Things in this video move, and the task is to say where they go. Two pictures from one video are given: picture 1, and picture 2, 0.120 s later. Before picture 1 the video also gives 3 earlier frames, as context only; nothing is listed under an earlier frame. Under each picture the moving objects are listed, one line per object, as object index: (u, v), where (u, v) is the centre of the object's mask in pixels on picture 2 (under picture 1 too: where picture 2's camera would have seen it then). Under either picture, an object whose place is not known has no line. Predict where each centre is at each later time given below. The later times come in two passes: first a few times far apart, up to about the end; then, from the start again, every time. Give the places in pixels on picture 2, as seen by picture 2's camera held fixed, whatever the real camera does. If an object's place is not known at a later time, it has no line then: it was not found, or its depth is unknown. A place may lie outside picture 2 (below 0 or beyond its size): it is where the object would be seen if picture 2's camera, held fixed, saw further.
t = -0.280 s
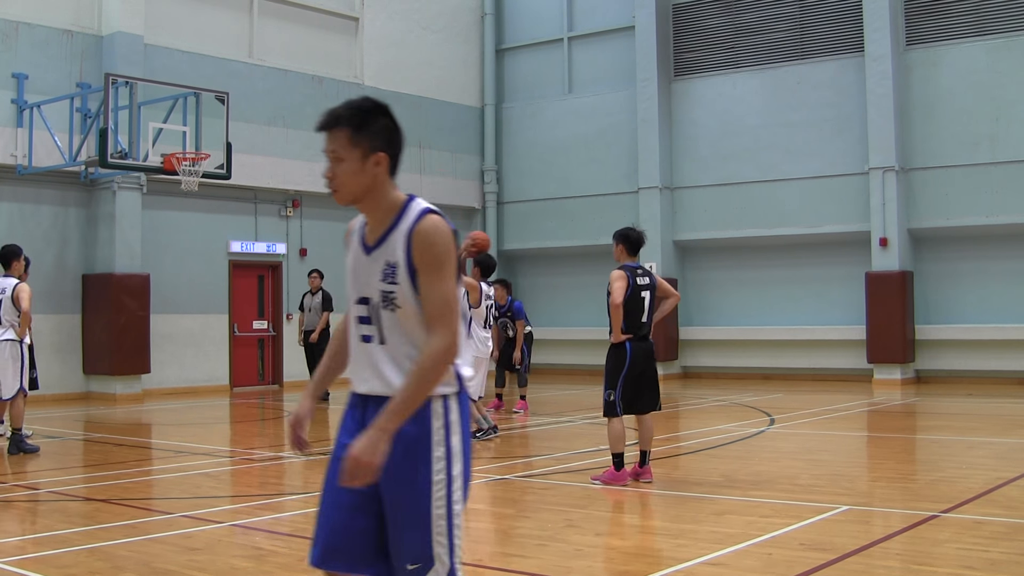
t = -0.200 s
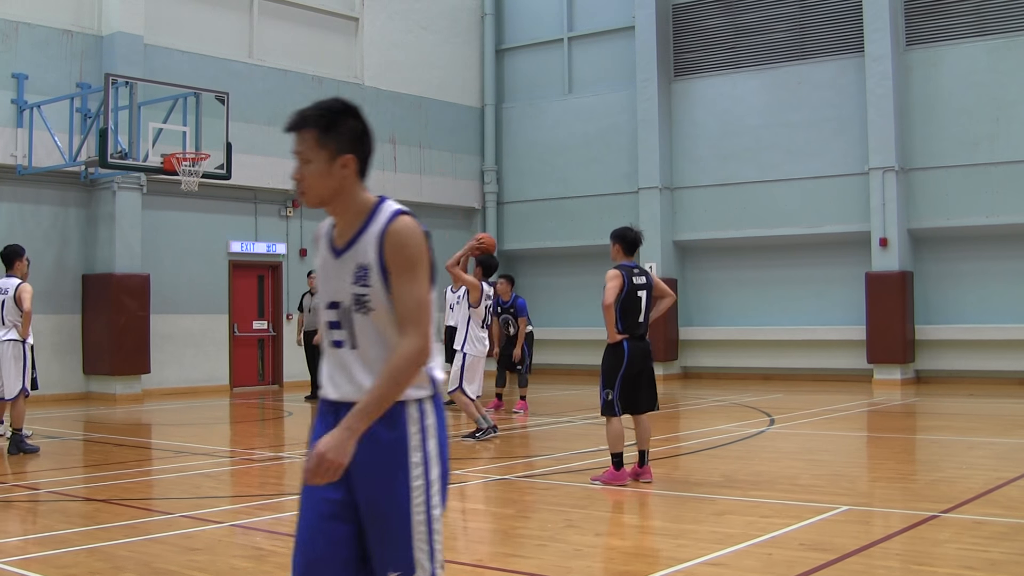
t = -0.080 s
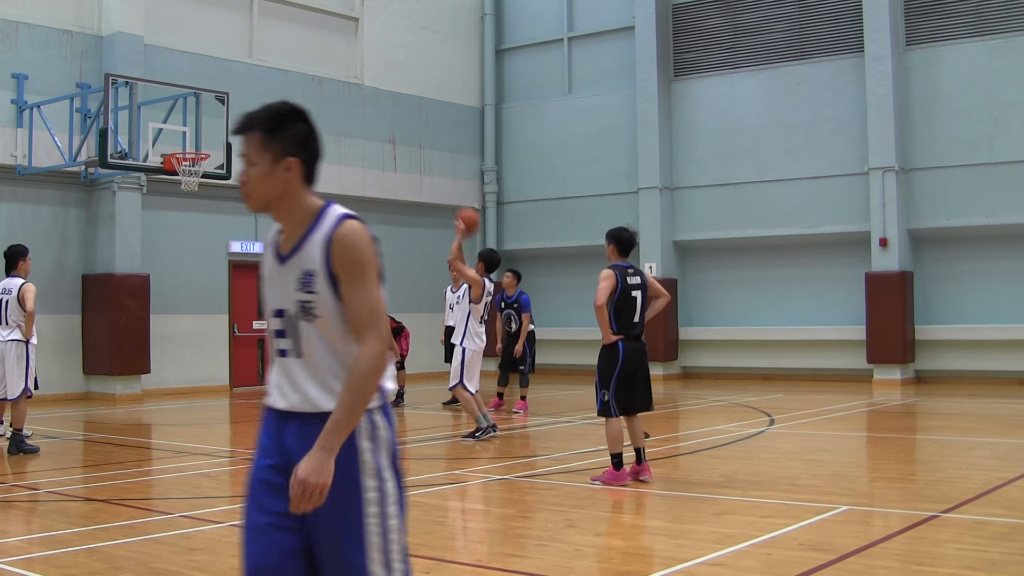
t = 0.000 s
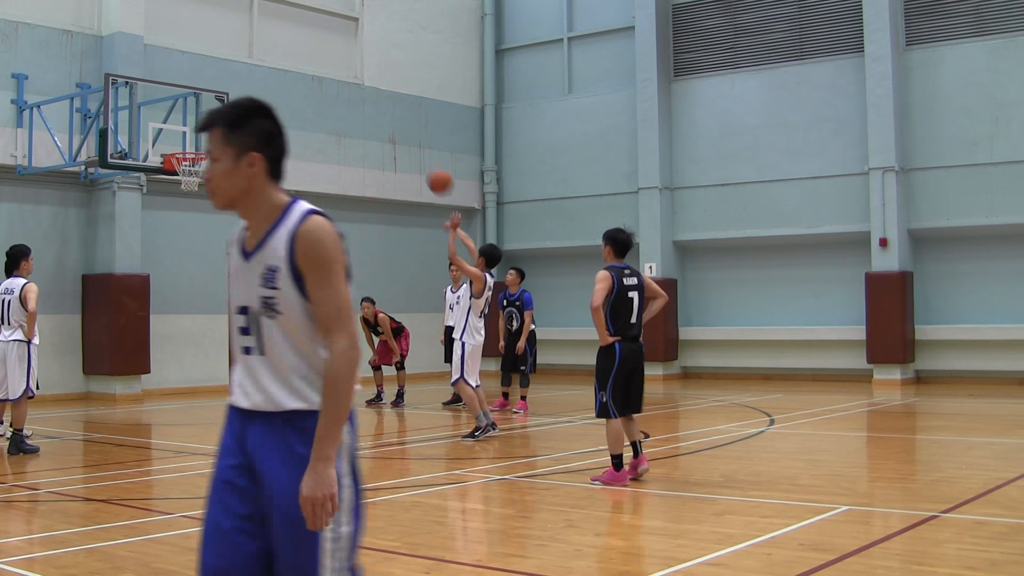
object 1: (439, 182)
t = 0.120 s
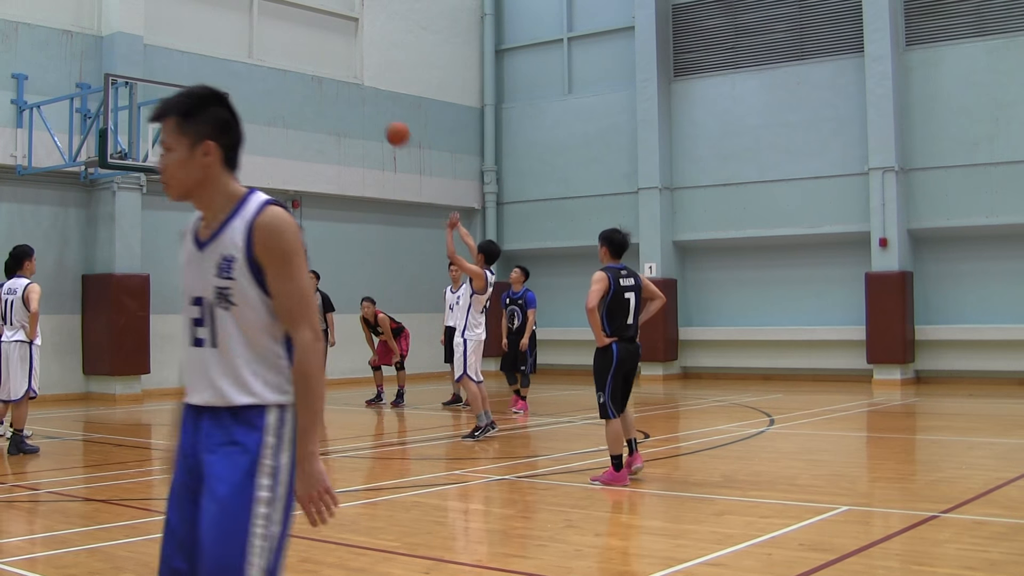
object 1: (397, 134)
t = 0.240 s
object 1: (359, 103)
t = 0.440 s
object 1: (299, 82)
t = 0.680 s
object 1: (236, 104)
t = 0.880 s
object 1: (187, 156)
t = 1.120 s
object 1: (193, 239)
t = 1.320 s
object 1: (201, 347)
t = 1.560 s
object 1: (214, 341)
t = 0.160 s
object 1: (384, 121)
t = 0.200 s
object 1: (371, 112)
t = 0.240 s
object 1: (359, 103)
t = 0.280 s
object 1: (346, 95)
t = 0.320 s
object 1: (334, 90)
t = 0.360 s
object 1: (322, 86)
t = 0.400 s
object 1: (311, 84)
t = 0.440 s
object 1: (299, 82)
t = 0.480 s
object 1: (288, 83)
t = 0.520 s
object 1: (277, 85)
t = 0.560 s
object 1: (266, 88)
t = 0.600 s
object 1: (256, 92)
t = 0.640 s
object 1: (246, 97)
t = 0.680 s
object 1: (236, 104)
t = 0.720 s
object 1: (226, 112)
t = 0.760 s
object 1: (216, 122)
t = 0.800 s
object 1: (206, 132)
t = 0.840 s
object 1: (198, 143)
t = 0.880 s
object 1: (187, 156)
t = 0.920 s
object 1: (187, 165)
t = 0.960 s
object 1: (188, 178)
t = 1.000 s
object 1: (189, 194)
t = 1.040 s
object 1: (191, 206)
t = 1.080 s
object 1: (192, 222)
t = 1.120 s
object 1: (193, 239)
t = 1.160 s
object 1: (195, 258)
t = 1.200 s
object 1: (196, 278)
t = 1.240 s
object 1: (198, 300)
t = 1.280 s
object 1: (199, 322)
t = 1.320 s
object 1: (201, 347)
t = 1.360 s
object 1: (202, 374)
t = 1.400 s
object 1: (204, 403)
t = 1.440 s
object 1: (206, 401)
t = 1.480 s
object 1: (208, 378)
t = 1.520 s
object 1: (211, 359)
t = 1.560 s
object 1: (214, 341)
